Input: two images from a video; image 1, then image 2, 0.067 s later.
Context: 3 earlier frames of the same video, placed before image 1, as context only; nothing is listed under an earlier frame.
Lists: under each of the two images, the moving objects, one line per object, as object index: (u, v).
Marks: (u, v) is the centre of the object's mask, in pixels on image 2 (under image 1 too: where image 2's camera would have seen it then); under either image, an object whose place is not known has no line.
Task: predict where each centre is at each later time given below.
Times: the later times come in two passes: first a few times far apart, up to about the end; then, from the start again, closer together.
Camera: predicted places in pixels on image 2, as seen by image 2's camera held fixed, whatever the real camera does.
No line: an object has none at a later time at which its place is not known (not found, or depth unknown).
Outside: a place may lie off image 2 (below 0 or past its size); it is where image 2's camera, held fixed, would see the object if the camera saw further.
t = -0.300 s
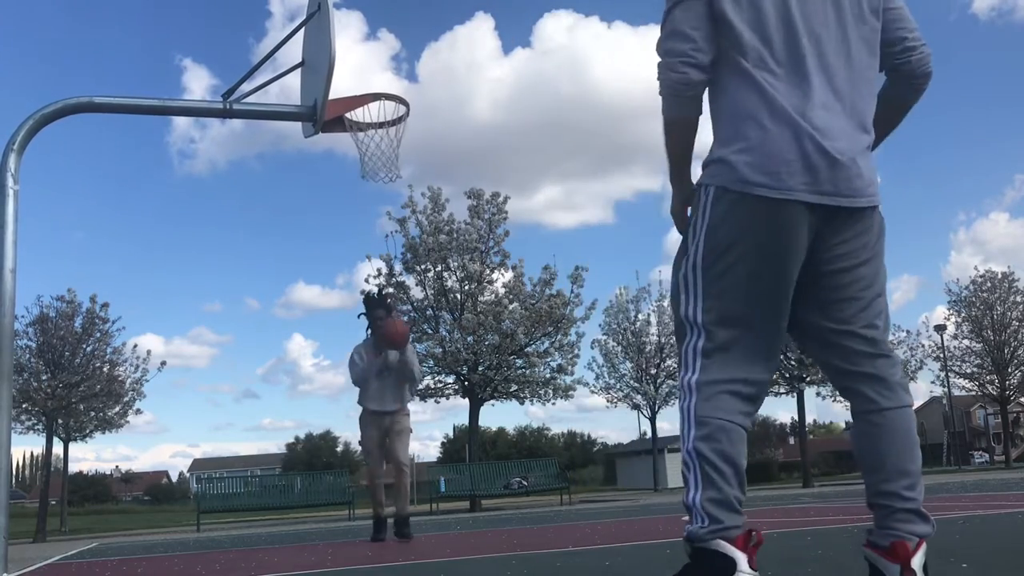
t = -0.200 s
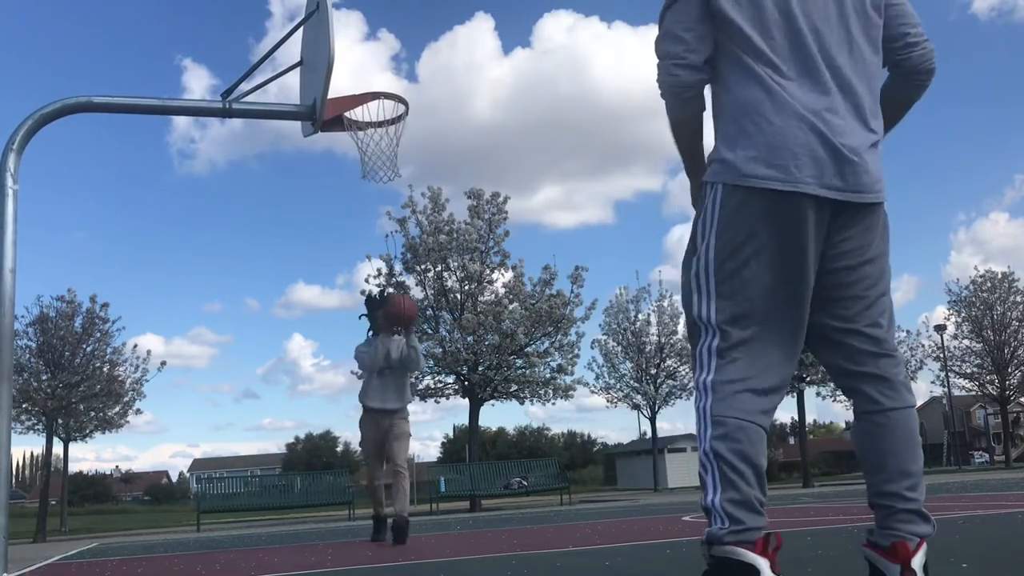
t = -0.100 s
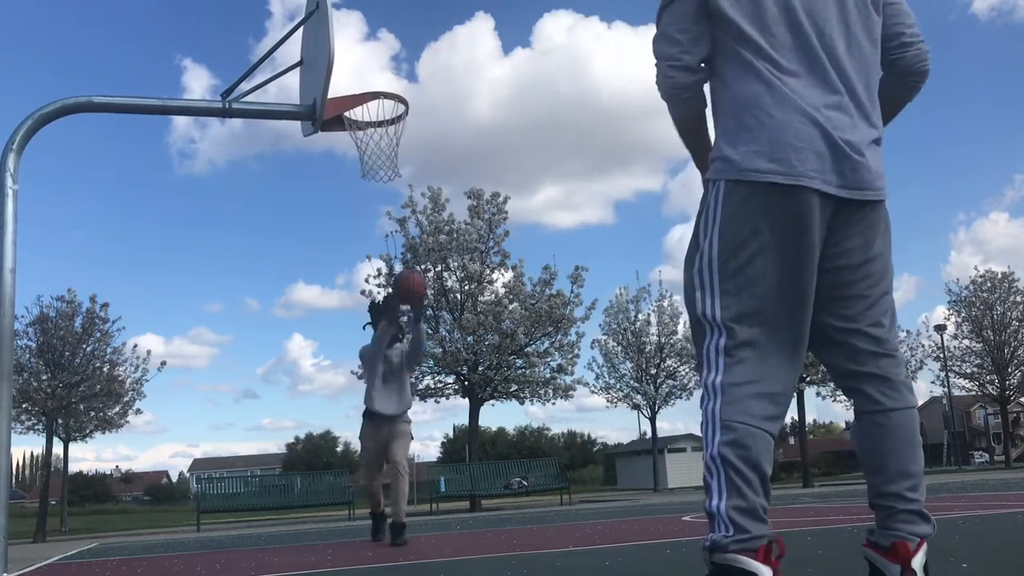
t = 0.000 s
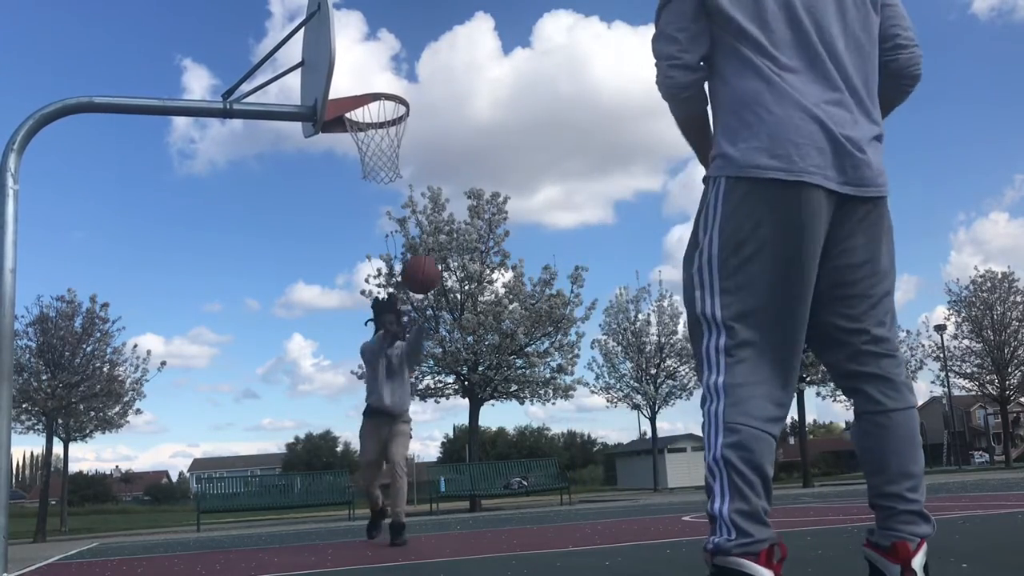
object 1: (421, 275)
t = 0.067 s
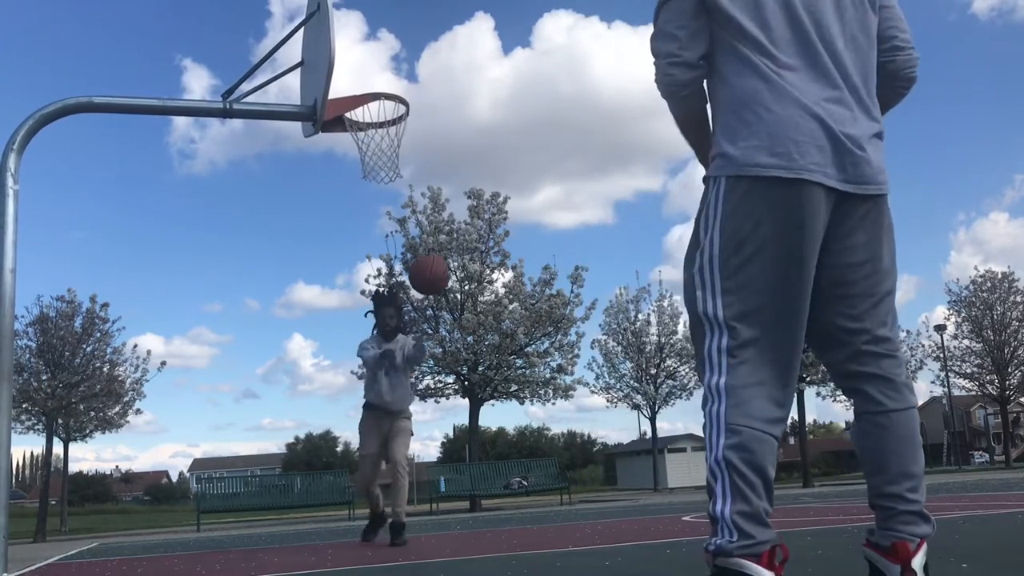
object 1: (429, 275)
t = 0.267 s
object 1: (467, 330)
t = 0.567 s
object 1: (557, 432)
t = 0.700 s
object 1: (577, 289)
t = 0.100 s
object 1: (433, 277)
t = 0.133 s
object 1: (439, 282)
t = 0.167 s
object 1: (445, 290)
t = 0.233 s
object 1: (459, 313)
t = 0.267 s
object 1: (467, 330)
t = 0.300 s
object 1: (476, 350)
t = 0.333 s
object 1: (487, 376)
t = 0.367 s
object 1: (497, 406)
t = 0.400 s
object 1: (509, 442)
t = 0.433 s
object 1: (525, 485)
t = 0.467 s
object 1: (539, 537)
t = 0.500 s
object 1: (539, 522)
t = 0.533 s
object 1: (550, 473)
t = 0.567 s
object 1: (557, 432)
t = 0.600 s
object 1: (560, 394)
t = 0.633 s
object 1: (564, 357)
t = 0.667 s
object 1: (571, 322)
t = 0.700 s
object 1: (577, 289)
